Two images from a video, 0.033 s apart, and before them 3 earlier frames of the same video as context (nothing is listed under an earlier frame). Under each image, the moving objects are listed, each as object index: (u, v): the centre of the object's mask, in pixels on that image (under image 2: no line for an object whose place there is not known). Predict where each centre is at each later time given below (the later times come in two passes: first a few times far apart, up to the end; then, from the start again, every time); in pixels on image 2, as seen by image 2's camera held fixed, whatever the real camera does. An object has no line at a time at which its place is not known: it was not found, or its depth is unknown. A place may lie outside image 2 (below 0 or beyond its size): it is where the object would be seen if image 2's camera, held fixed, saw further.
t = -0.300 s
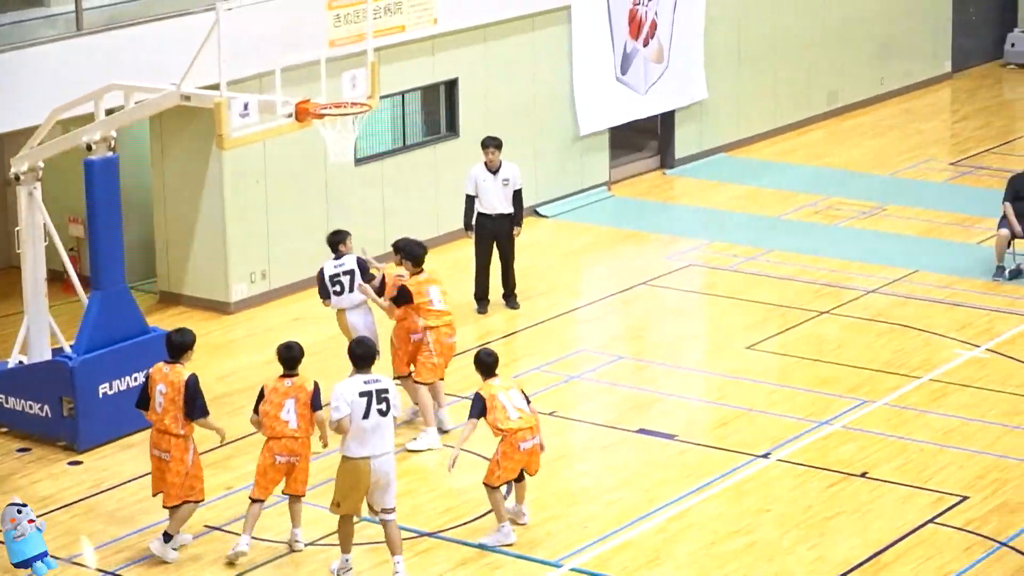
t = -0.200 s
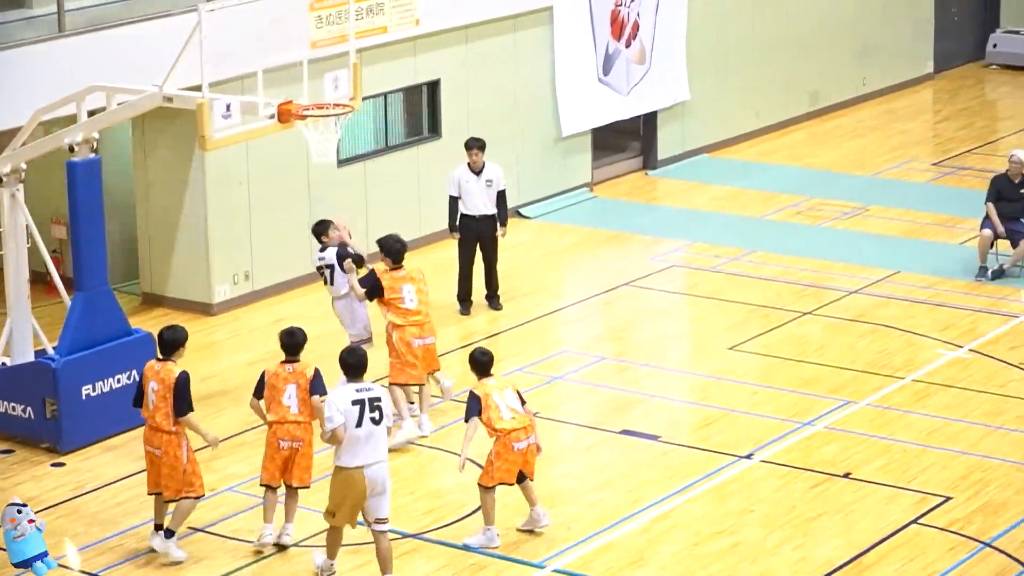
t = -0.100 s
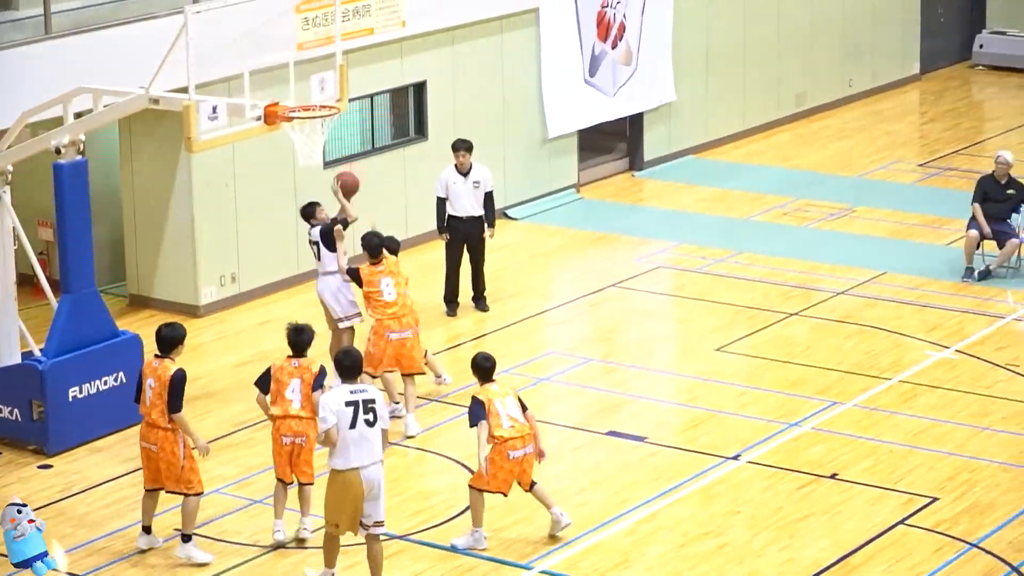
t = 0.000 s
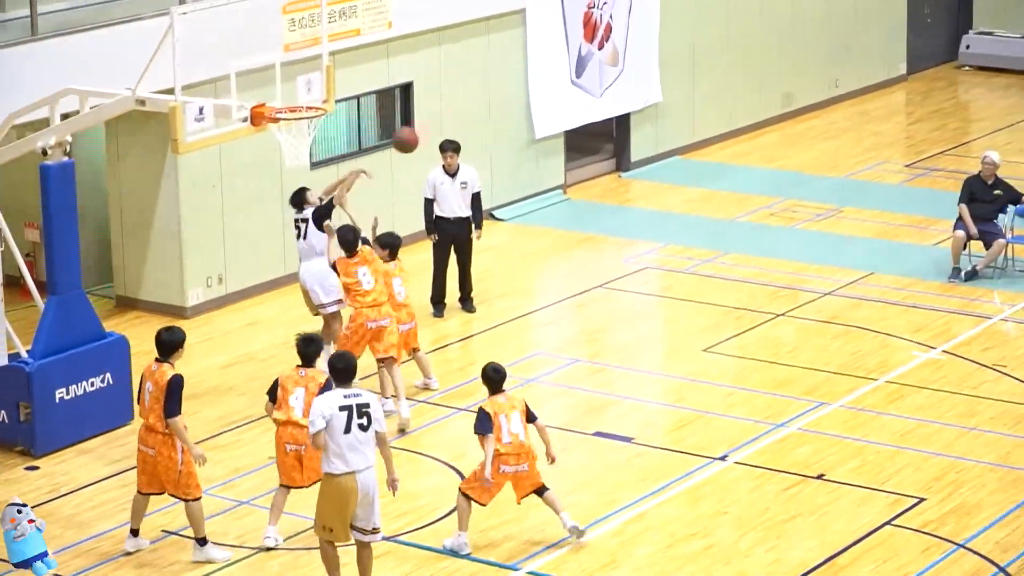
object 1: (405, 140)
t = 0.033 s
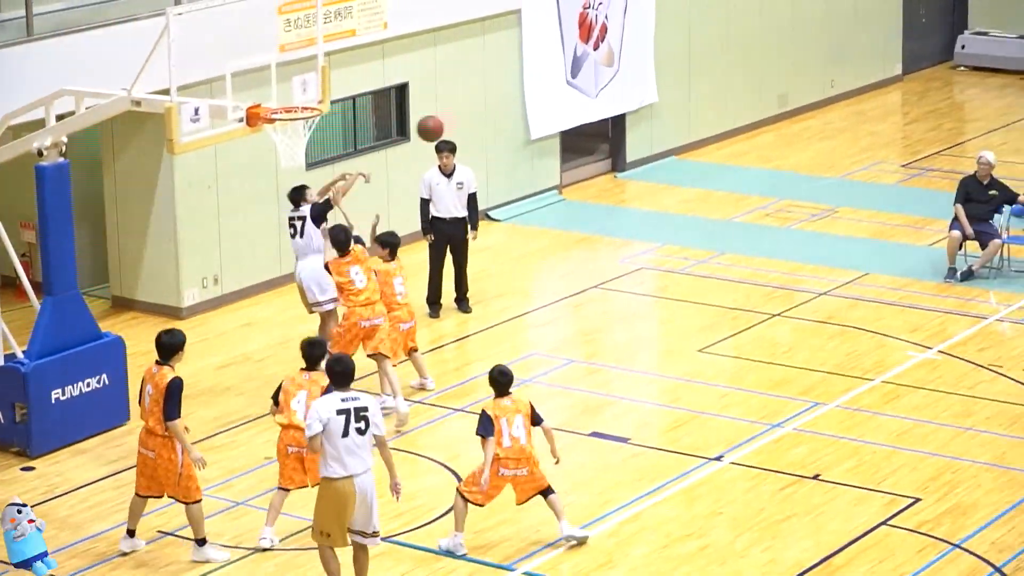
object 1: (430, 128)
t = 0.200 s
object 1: (578, 87)
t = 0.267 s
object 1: (636, 79)
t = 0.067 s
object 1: (459, 118)
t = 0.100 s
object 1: (489, 108)
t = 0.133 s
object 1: (518, 100)
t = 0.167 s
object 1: (548, 93)
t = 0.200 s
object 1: (578, 87)
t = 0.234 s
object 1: (607, 82)
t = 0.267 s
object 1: (636, 79)
